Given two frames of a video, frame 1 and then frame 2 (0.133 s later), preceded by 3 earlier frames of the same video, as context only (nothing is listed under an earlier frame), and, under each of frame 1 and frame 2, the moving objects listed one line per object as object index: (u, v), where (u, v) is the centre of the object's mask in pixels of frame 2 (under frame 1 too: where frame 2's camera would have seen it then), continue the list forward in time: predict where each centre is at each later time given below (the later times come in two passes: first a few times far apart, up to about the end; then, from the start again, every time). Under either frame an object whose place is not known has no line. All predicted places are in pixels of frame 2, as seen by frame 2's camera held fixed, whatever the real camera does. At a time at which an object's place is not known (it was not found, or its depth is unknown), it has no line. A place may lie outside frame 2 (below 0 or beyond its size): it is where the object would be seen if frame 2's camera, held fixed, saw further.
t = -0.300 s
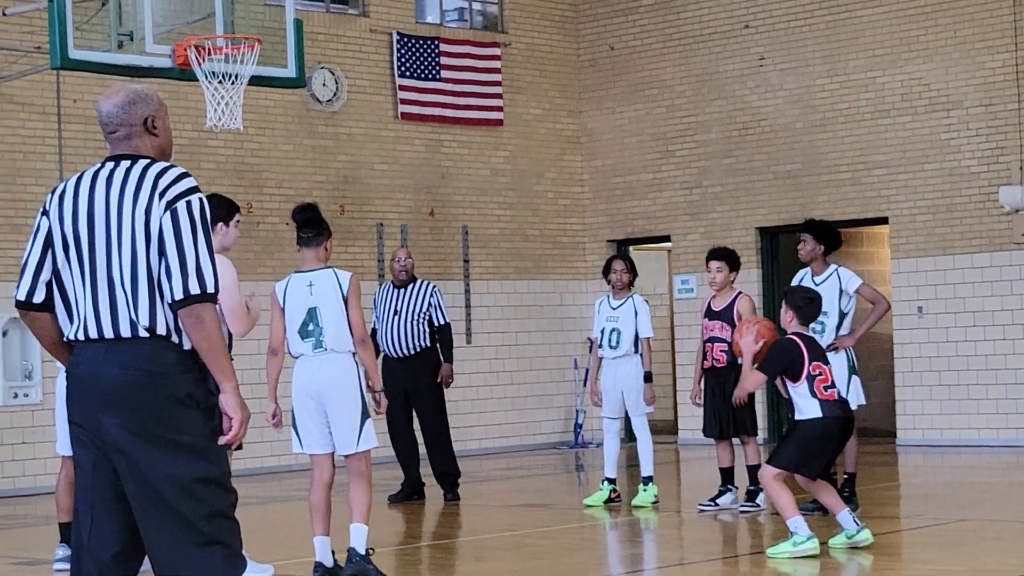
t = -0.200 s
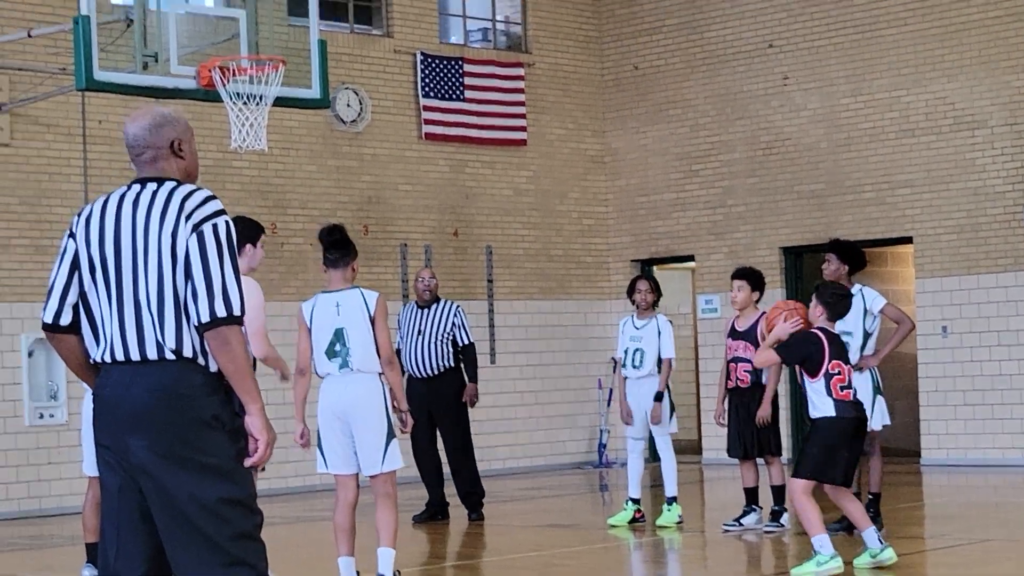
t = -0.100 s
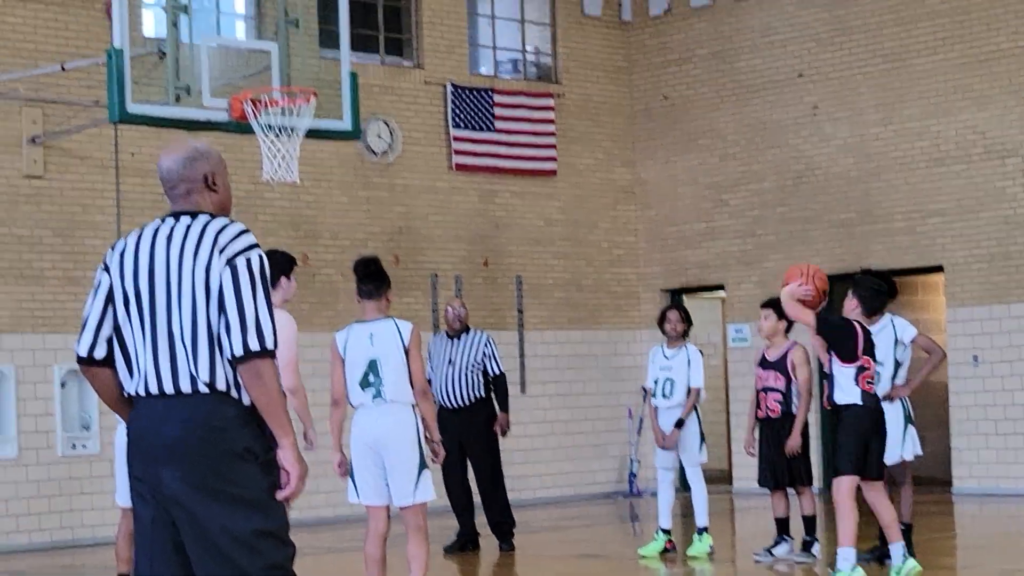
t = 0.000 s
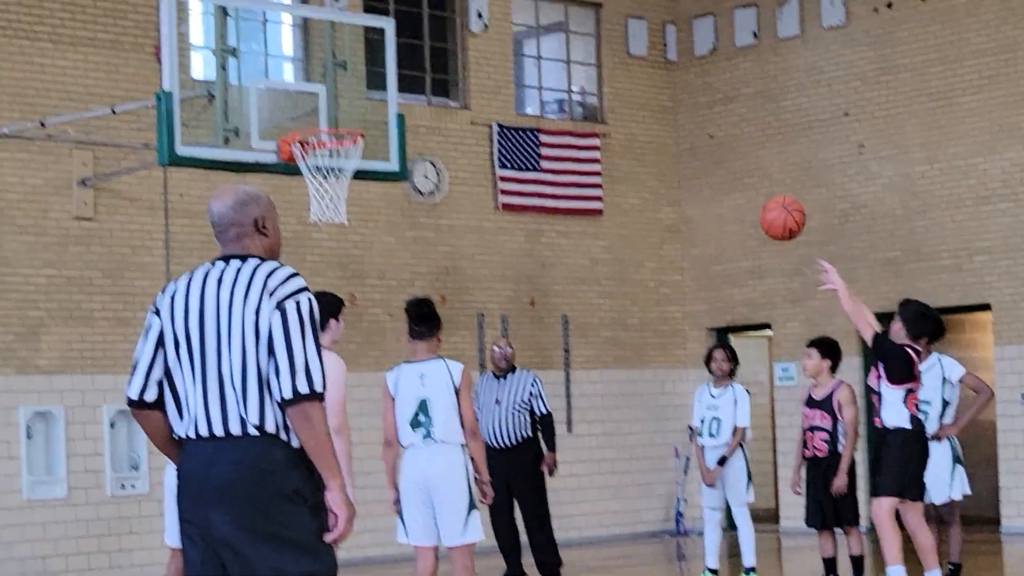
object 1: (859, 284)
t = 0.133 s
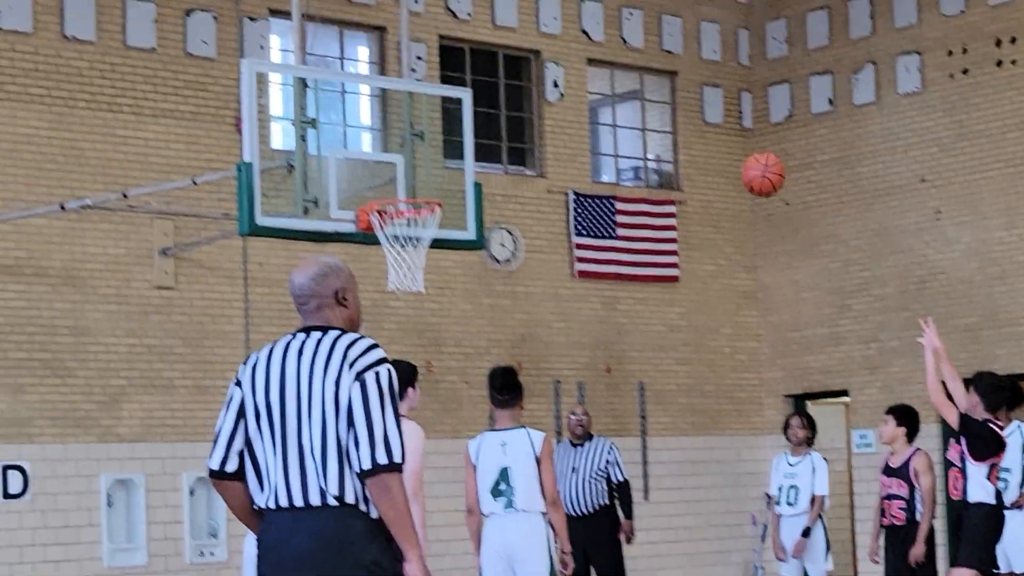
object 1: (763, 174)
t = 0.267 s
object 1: (678, 103)
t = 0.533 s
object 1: (529, 63)
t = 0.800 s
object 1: (405, 133)
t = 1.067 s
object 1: (406, 154)
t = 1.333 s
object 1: (483, 162)
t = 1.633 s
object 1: (579, 314)
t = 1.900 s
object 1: (679, 600)
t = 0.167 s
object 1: (741, 153)
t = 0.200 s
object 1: (719, 134)
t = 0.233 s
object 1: (698, 118)
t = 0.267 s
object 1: (678, 103)
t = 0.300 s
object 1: (658, 91)
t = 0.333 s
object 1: (638, 81)
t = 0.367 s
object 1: (619, 73)
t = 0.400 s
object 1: (601, 68)
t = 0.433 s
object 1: (582, 63)
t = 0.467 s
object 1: (564, 62)
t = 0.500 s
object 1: (546, 61)
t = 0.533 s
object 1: (529, 63)
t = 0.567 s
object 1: (513, 66)
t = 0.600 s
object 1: (496, 71)
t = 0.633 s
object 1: (480, 77)
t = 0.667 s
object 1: (465, 85)
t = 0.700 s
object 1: (449, 95)
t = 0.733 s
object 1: (434, 106)
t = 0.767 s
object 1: (419, 119)
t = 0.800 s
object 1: (405, 133)
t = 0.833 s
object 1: (391, 149)
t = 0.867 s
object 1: (378, 166)
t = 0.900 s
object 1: (364, 184)
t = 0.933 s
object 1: (371, 189)
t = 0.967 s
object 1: (380, 179)
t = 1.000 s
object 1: (389, 169)
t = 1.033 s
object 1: (398, 161)
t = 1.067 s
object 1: (406, 154)
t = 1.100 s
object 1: (416, 149)
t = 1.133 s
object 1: (425, 145)
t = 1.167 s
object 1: (434, 144)
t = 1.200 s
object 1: (444, 144)
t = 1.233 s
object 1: (453, 146)
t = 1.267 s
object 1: (463, 149)
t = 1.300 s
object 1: (473, 155)
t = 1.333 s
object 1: (483, 162)
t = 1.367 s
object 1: (493, 172)
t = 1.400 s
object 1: (502, 183)
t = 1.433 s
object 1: (513, 195)
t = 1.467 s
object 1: (523, 211)
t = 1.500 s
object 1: (534, 227)
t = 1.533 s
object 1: (545, 246)
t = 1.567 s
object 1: (556, 267)
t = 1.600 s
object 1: (567, 290)
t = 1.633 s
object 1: (579, 314)
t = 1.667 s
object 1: (591, 342)
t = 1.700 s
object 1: (602, 371)
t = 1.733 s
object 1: (614, 403)
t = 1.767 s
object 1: (626, 437)
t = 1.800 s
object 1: (639, 474)
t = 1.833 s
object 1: (652, 513)
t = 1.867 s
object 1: (665, 555)
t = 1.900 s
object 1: (679, 600)
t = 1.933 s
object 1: (693, 648)
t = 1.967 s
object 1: (706, 685)
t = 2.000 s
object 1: (715, 648)
